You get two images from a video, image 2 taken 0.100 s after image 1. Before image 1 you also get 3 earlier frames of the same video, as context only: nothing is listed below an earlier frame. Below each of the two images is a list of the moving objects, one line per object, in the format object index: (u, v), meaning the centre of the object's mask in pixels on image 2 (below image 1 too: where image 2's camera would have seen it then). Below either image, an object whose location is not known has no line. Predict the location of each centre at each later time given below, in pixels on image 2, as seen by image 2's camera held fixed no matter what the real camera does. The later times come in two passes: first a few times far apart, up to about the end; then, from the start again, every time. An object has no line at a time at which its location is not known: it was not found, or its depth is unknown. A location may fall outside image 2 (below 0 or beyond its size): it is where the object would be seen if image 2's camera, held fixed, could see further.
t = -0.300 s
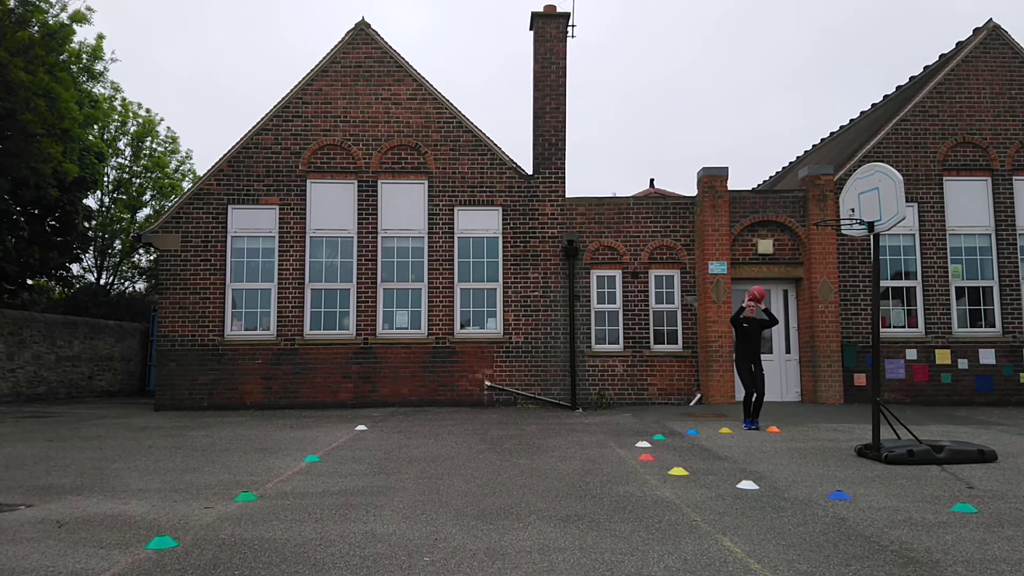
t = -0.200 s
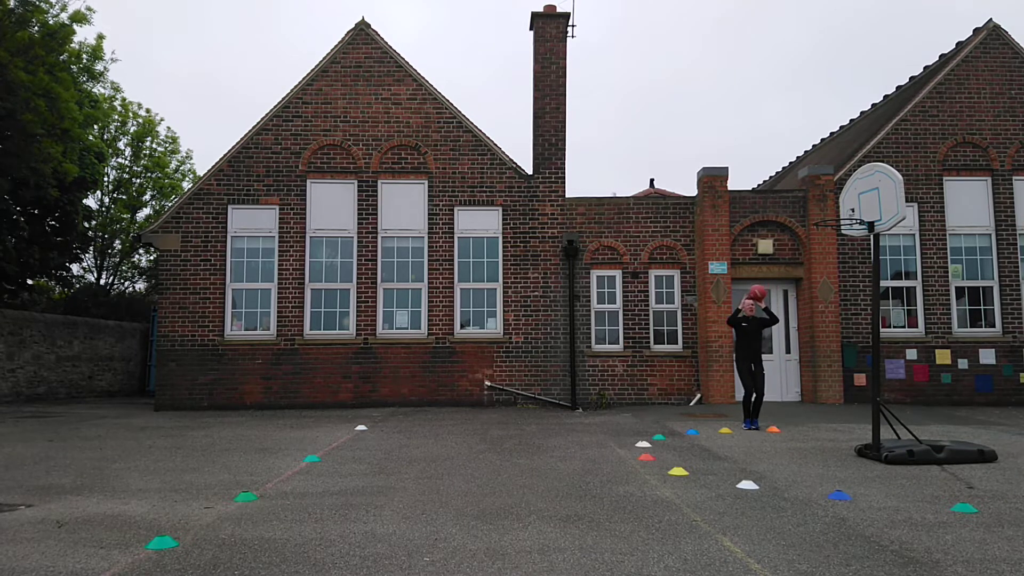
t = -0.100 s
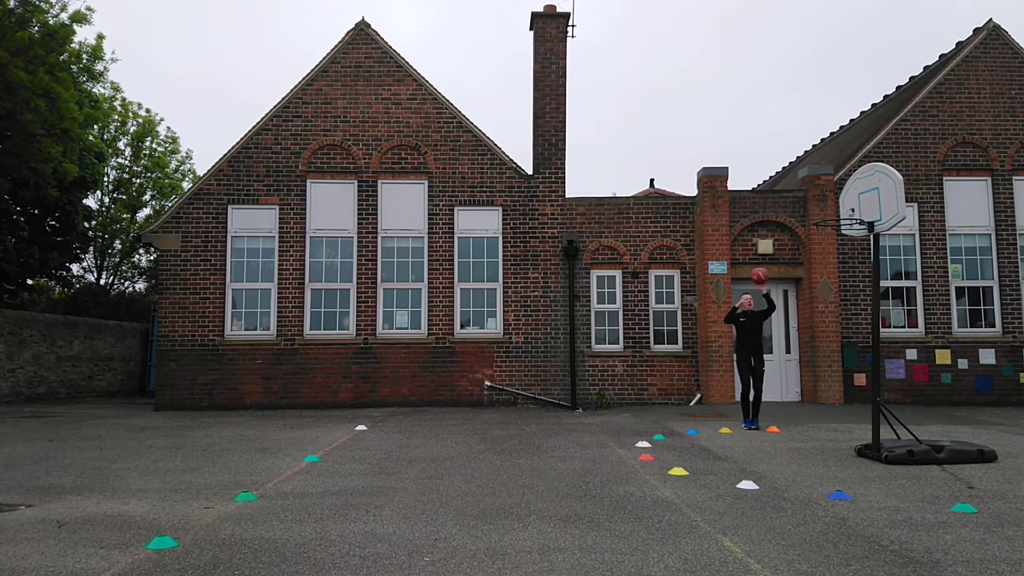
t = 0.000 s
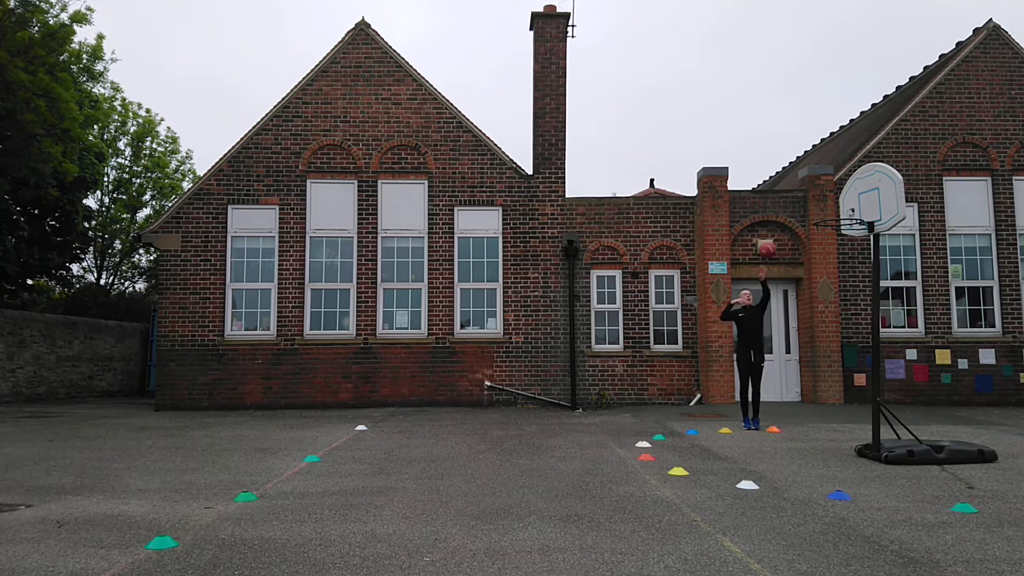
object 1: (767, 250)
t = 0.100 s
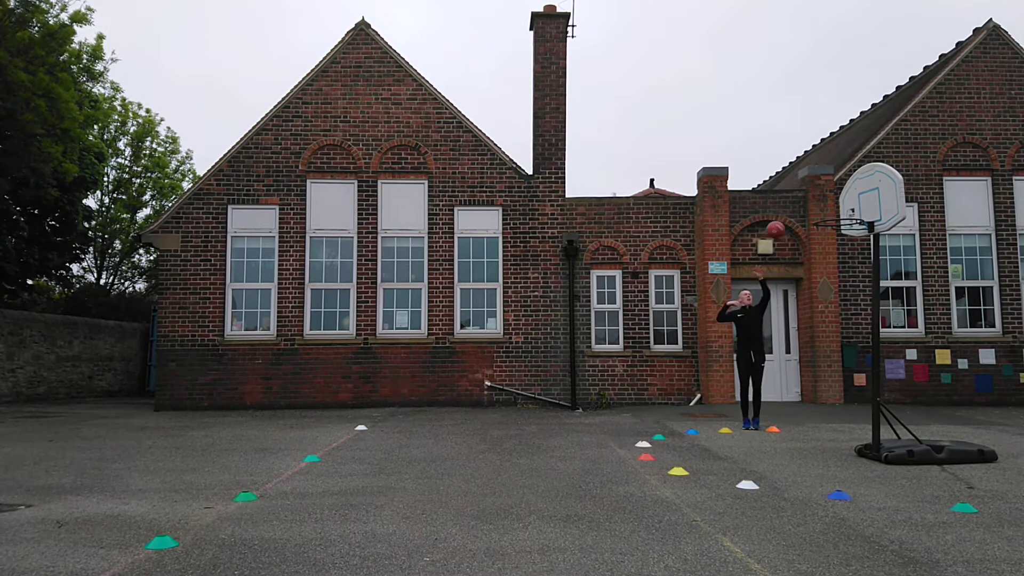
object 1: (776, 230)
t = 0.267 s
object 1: (792, 212)
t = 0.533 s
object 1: (821, 232)
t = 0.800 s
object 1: (859, 321)
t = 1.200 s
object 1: (904, 379)
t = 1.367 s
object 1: (914, 329)
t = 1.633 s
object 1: (937, 310)
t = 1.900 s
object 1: (967, 379)
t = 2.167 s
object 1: (1004, 463)
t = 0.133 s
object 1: (779, 225)
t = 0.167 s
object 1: (782, 220)
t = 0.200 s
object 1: (785, 216)
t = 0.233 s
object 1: (788, 214)
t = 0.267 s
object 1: (792, 212)
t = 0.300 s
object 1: (795, 211)
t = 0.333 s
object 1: (799, 211)
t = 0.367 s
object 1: (802, 211)
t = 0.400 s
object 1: (805, 213)
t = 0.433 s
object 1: (809, 215)
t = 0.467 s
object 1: (812, 217)
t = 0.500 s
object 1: (816, 224)
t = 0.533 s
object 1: (821, 232)
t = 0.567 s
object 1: (826, 237)
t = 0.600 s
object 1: (829, 245)
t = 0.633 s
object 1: (835, 254)
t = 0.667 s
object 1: (839, 265)
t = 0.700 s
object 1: (844, 276)
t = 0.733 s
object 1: (848, 290)
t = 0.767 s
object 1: (853, 305)
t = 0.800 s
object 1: (859, 321)
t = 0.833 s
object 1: (864, 339)
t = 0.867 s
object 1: (869, 358)
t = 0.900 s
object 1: (875, 379)
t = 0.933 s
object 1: (880, 401)
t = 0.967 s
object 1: (886, 426)
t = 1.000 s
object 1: (892, 452)
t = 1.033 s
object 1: (895, 455)
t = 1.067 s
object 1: (897, 438)
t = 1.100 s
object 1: (899, 422)
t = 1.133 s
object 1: (900, 406)
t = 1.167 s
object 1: (902, 392)
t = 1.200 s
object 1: (904, 379)
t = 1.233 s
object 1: (905, 366)
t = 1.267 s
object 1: (908, 355)
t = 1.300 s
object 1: (910, 346)
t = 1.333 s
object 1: (912, 336)
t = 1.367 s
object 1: (914, 329)
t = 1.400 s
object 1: (917, 322)
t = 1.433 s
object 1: (919, 317)
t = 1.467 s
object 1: (921, 313)
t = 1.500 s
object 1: (924, 309)
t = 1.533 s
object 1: (927, 307)
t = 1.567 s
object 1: (930, 306)
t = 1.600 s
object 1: (933, 307)
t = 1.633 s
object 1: (937, 310)
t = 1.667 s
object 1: (940, 313)
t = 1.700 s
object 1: (943, 318)
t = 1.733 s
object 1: (947, 324)
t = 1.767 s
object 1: (950, 332)
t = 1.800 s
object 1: (955, 341)
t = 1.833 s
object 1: (959, 352)
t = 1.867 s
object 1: (963, 364)
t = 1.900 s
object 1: (967, 379)
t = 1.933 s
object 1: (972, 395)
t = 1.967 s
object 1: (977, 413)
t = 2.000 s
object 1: (982, 433)
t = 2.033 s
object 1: (987, 455)
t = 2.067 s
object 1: (992, 479)
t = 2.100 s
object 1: (997, 496)
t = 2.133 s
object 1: (1000, 479)
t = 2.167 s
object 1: (1004, 463)
